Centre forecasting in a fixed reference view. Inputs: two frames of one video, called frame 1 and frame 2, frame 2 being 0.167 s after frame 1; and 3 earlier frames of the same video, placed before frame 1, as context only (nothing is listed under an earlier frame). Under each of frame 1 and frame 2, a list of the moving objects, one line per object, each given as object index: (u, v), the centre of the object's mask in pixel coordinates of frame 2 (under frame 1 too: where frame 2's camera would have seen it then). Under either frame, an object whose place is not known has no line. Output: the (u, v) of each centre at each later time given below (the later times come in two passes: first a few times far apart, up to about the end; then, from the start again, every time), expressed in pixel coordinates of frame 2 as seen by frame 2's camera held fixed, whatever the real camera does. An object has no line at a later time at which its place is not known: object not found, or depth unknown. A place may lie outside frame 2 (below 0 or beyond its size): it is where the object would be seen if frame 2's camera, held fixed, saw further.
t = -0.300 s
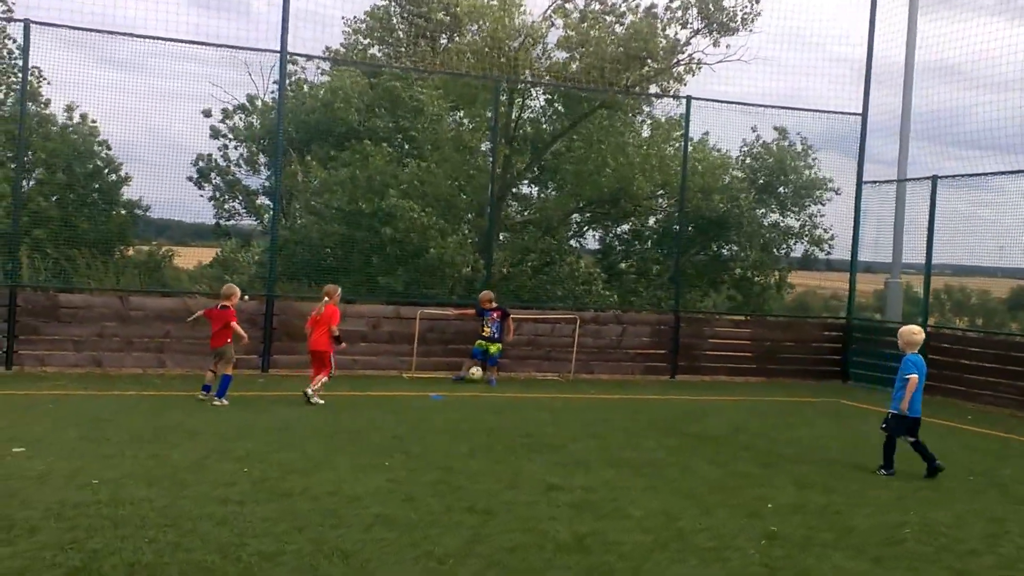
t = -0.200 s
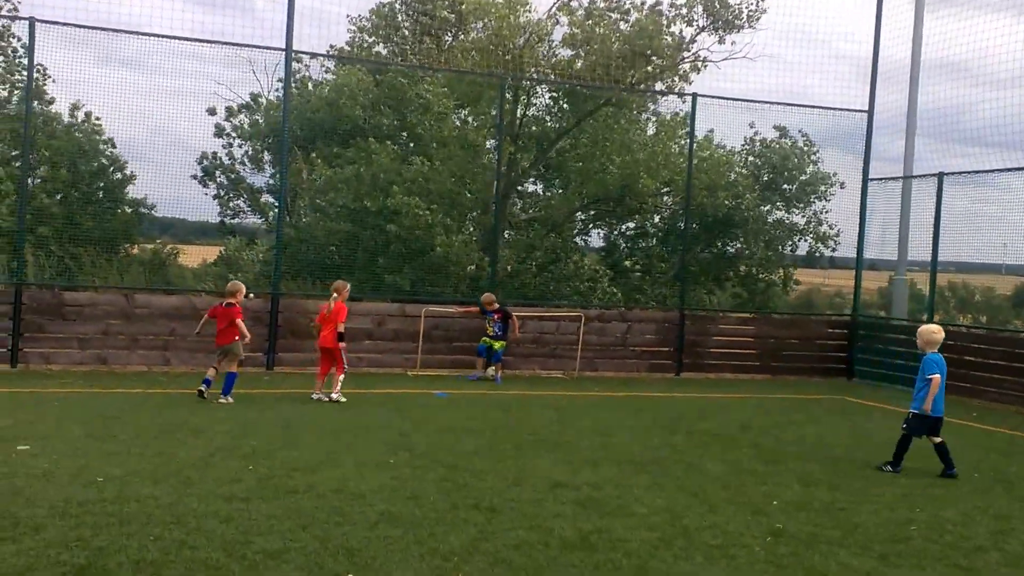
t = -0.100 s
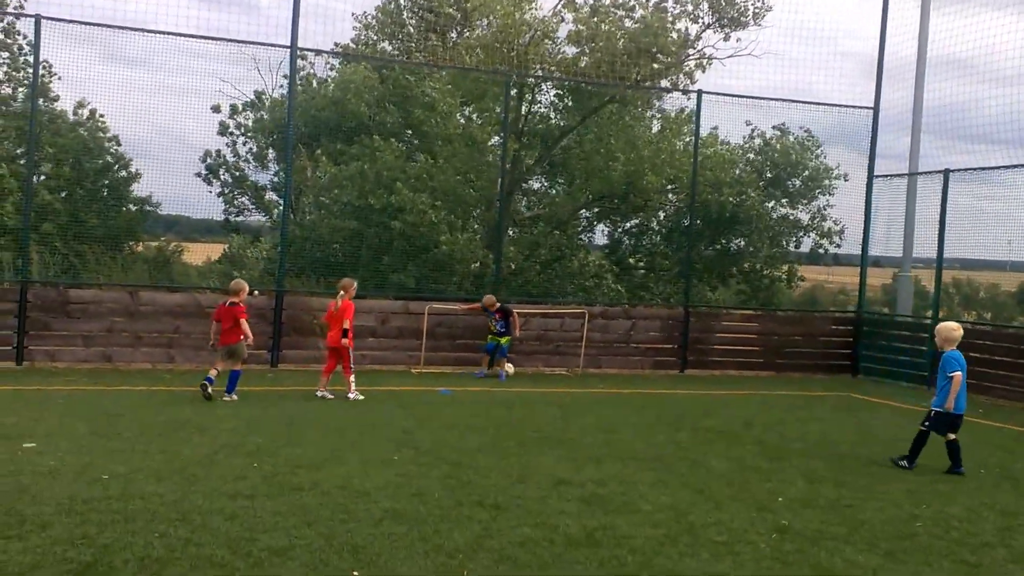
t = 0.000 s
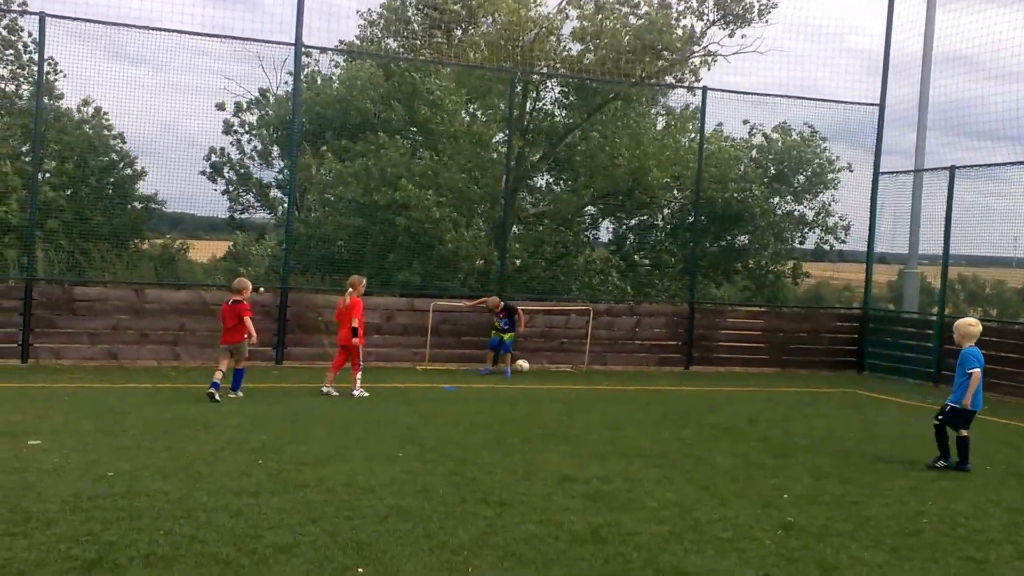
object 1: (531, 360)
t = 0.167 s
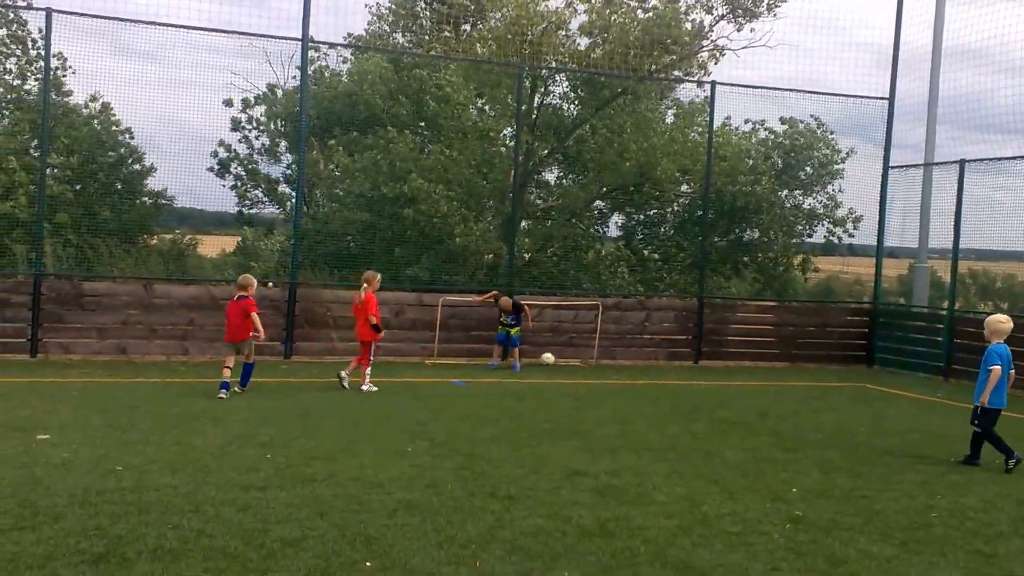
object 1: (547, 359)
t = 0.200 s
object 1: (551, 359)
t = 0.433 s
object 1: (572, 356)
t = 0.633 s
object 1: (589, 358)
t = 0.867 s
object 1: (612, 360)
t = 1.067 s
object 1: (629, 362)
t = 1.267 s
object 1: (643, 363)
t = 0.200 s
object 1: (551, 359)
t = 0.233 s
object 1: (554, 358)
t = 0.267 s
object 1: (557, 358)
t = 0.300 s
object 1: (560, 358)
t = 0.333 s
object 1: (563, 358)
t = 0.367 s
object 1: (566, 357)
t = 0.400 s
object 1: (569, 357)
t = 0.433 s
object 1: (572, 356)
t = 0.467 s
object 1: (575, 356)
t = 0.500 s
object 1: (578, 357)
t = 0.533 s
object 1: (581, 357)
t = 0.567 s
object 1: (584, 356)
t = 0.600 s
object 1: (587, 357)
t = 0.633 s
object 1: (589, 358)
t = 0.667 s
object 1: (593, 359)
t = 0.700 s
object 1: (597, 359)
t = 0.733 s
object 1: (600, 358)
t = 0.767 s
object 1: (603, 359)
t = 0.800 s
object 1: (606, 359)
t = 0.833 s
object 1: (609, 360)
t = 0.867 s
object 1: (612, 360)
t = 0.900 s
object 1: (615, 360)
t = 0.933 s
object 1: (618, 361)
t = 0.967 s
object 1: (621, 361)
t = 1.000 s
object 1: (623, 361)
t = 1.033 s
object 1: (626, 361)
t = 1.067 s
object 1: (629, 362)
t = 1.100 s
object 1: (631, 362)
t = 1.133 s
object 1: (634, 362)
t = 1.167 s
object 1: (636, 362)
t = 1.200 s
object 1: (639, 362)
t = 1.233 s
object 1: (641, 362)
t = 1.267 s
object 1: (643, 363)
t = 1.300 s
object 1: (645, 363)
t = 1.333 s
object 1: (648, 363)
